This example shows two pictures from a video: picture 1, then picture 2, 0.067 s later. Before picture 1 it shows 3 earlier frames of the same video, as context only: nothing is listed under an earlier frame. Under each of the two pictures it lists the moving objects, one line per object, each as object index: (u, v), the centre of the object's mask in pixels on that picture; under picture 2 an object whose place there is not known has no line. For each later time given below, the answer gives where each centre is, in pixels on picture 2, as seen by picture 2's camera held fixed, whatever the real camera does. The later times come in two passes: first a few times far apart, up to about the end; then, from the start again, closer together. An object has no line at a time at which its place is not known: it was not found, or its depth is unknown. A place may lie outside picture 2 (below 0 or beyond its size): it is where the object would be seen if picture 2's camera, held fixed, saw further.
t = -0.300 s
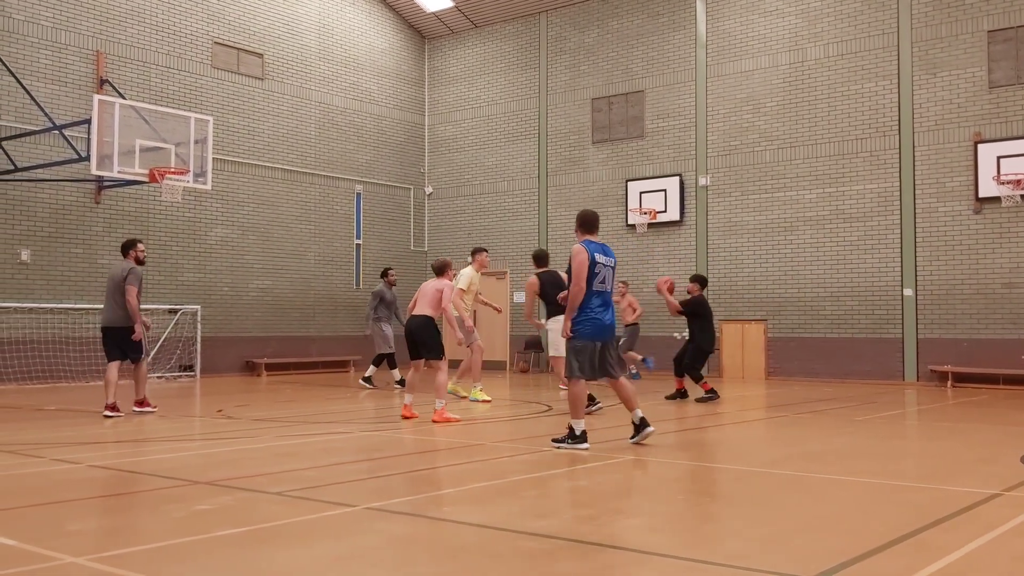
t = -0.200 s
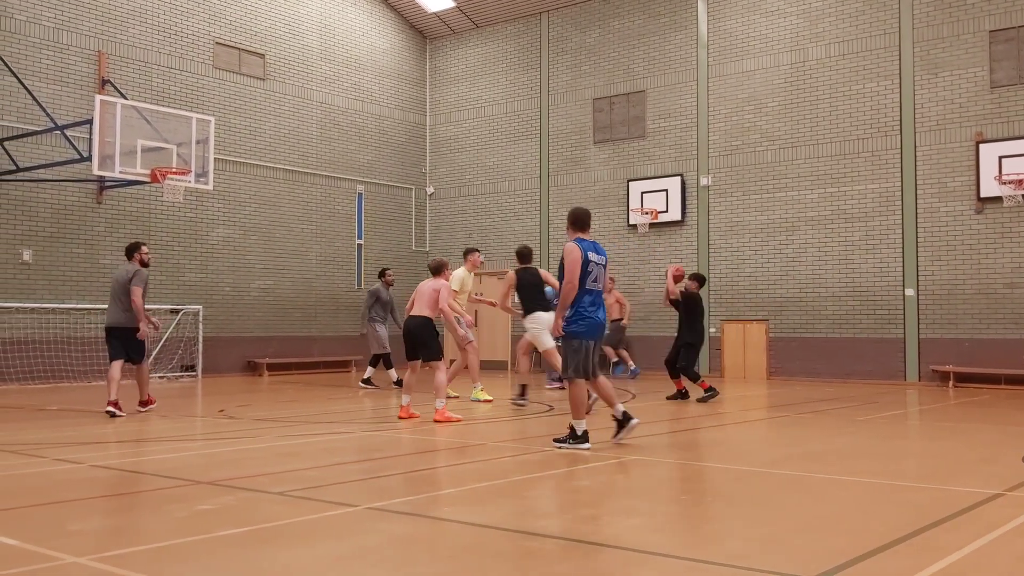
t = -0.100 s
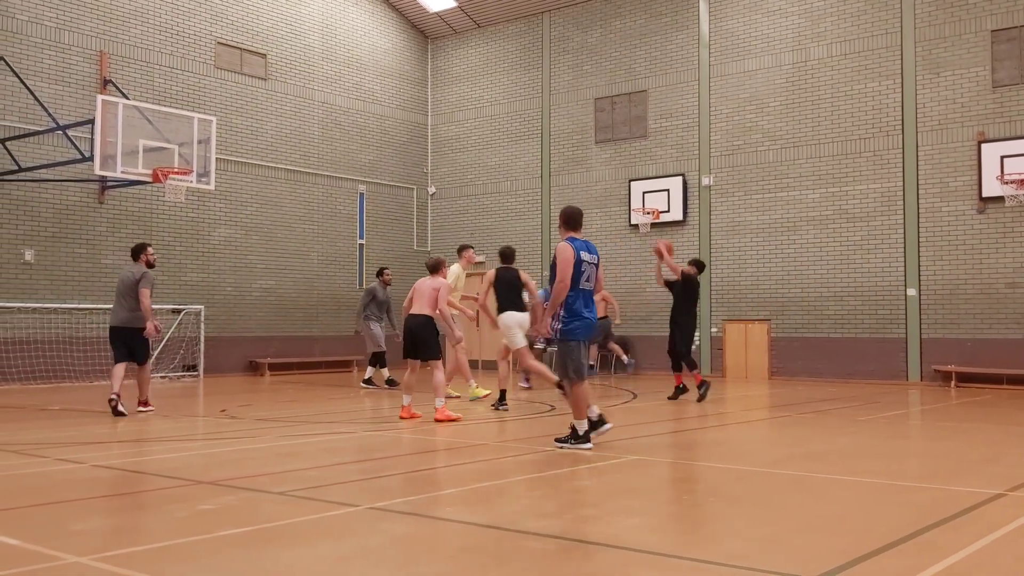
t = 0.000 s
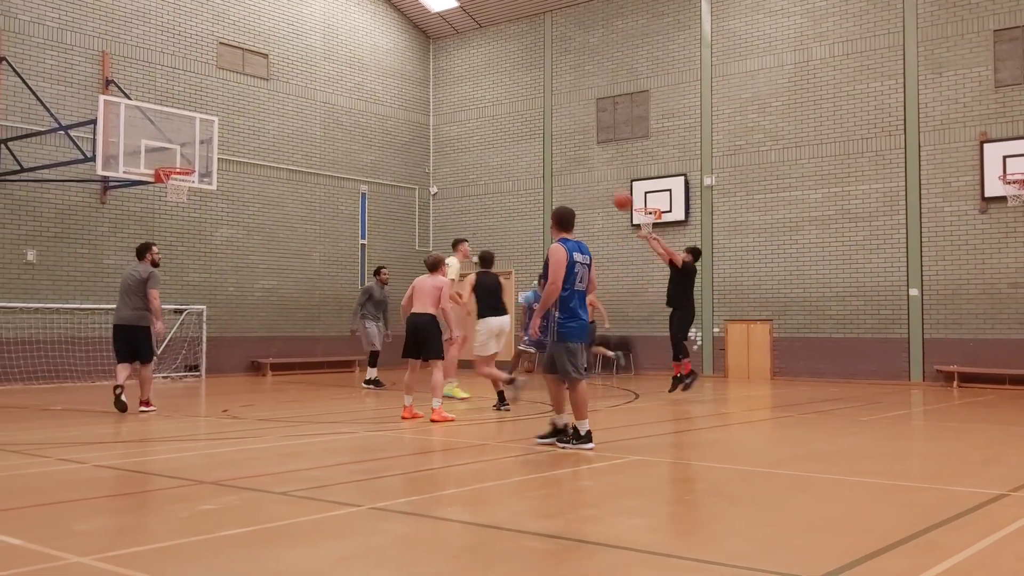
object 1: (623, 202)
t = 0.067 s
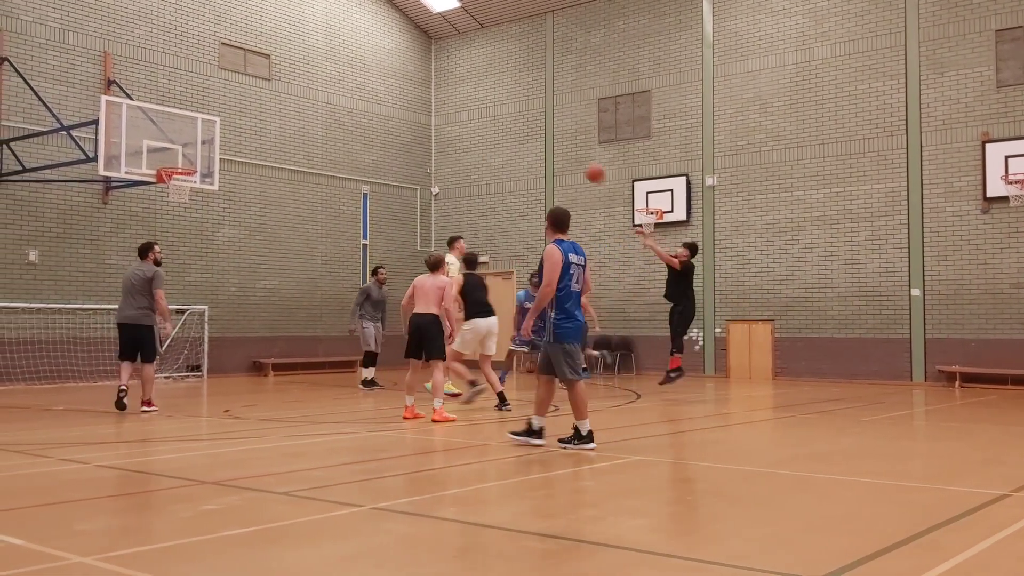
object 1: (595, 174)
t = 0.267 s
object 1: (509, 112)
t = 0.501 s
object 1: (414, 80)
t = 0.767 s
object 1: (311, 93)
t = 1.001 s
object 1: (228, 143)
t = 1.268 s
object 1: (227, 141)
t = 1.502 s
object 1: (255, 144)
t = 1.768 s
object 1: (285, 190)
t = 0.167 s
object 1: (552, 138)
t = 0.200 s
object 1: (537, 129)
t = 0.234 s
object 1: (523, 121)
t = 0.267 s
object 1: (509, 112)
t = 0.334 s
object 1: (481, 99)
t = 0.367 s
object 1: (467, 94)
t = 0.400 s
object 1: (454, 89)
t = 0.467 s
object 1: (427, 82)
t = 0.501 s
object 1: (414, 80)
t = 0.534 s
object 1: (401, 79)
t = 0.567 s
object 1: (388, 79)
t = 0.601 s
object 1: (375, 79)
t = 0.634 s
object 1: (362, 80)
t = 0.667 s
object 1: (350, 83)
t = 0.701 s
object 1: (337, 85)
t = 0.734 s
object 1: (324, 89)
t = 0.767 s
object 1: (311, 93)
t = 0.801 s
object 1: (300, 98)
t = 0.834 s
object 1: (288, 104)
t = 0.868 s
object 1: (275, 110)
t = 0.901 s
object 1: (263, 117)
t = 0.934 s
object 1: (251, 125)
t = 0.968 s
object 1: (238, 134)
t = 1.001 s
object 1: (228, 143)
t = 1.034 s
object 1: (214, 153)
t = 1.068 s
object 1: (203, 163)
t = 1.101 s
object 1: (204, 162)
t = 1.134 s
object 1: (209, 156)
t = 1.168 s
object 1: (213, 151)
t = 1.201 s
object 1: (217, 147)
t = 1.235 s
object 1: (222, 143)
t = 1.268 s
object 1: (227, 141)
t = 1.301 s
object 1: (230, 139)
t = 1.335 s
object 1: (235, 138)
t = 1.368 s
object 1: (239, 138)
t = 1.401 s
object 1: (243, 138)
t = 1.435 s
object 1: (247, 139)
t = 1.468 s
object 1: (251, 141)
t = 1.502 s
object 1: (255, 144)
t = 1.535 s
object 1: (259, 147)
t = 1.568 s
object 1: (263, 152)
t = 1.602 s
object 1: (267, 156)
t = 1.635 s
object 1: (271, 162)
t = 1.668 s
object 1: (274, 168)
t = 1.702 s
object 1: (278, 174)
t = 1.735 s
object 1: (282, 182)
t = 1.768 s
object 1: (285, 190)
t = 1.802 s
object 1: (289, 198)
